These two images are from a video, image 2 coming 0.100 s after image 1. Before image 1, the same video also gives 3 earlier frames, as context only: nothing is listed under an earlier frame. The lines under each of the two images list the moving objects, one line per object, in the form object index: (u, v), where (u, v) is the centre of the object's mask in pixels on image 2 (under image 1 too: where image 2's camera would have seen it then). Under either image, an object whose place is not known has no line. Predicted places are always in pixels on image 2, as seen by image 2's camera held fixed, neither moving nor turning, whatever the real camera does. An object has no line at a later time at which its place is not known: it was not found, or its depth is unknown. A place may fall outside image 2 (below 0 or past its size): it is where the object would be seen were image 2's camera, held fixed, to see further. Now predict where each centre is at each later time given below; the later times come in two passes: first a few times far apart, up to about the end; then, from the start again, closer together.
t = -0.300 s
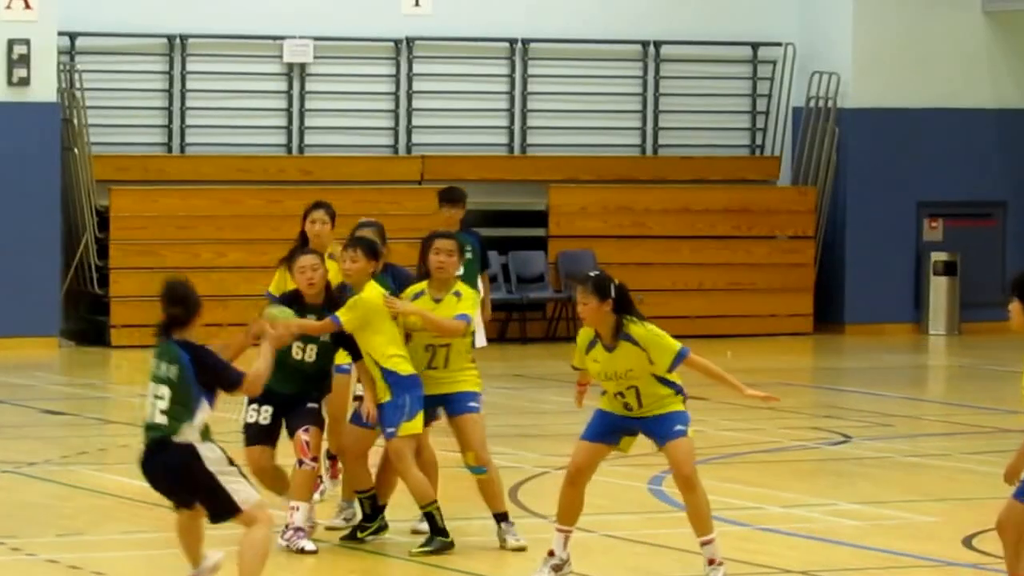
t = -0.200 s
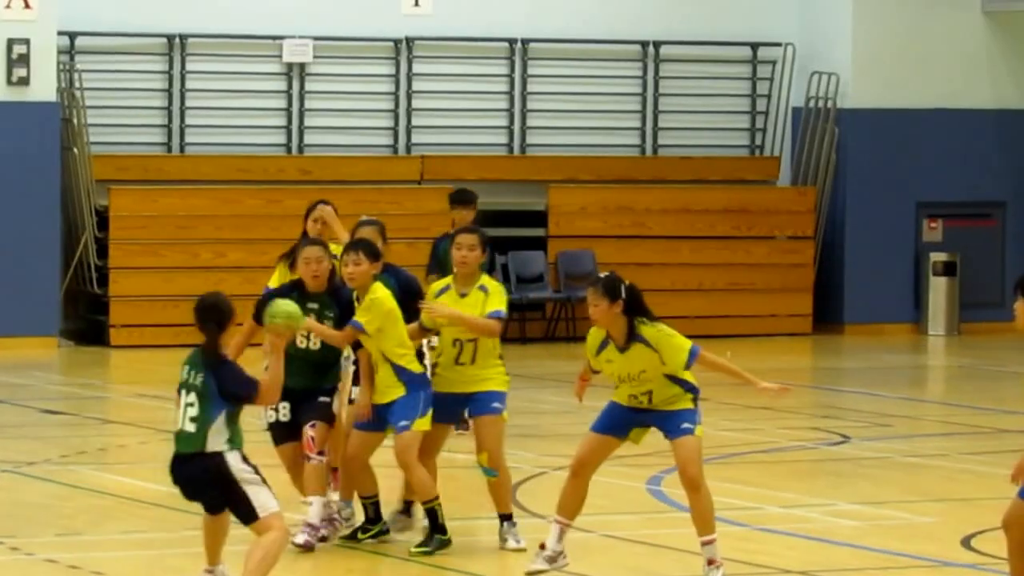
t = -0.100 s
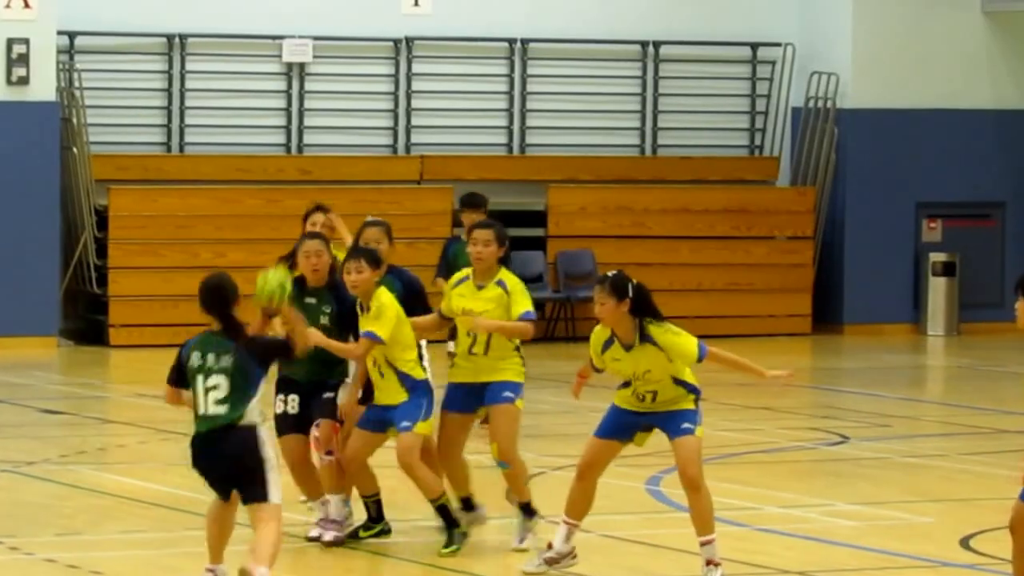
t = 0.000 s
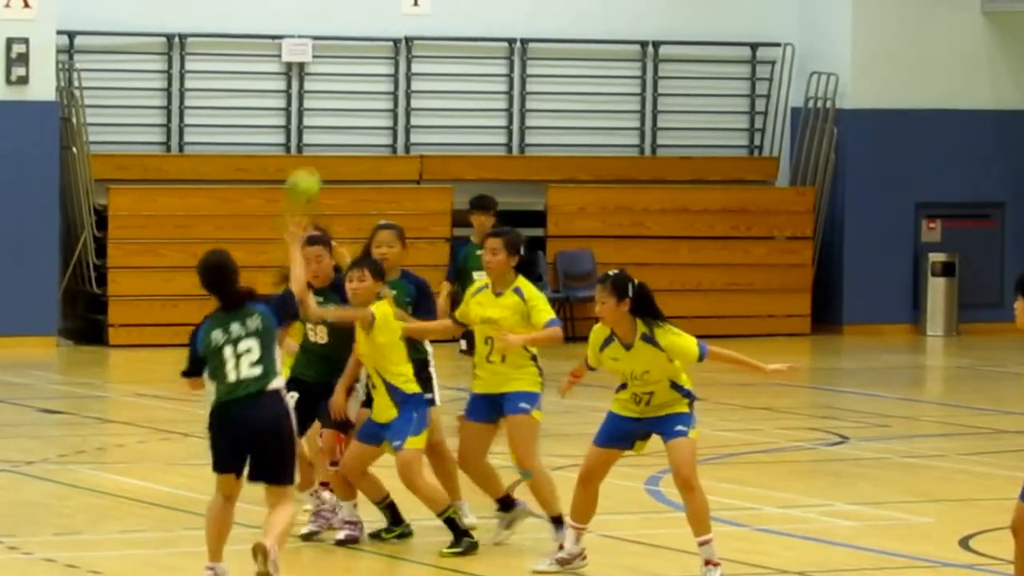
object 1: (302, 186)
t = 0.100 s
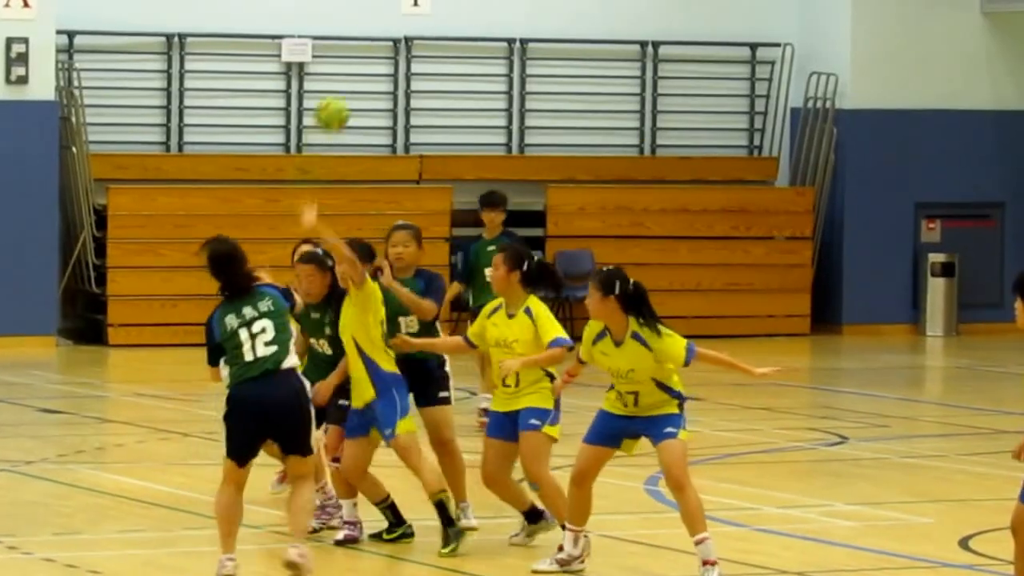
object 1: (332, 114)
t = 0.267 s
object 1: (370, 45)
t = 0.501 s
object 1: (411, 38)
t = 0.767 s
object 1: (445, 130)
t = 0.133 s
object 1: (340, 95)
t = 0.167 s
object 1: (349, 80)
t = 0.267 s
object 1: (370, 45)
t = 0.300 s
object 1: (377, 38)
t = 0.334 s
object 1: (383, 33)
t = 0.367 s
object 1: (390, 30)
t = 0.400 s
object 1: (395, 30)
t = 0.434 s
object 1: (401, 31)
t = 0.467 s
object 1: (406, 34)
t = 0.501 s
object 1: (411, 38)
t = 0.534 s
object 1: (416, 44)
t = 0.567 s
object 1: (421, 52)
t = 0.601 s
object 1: (425, 60)
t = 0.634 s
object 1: (430, 73)
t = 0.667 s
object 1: (435, 85)
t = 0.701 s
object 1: (437, 98)
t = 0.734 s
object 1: (442, 114)
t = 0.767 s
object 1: (445, 130)
